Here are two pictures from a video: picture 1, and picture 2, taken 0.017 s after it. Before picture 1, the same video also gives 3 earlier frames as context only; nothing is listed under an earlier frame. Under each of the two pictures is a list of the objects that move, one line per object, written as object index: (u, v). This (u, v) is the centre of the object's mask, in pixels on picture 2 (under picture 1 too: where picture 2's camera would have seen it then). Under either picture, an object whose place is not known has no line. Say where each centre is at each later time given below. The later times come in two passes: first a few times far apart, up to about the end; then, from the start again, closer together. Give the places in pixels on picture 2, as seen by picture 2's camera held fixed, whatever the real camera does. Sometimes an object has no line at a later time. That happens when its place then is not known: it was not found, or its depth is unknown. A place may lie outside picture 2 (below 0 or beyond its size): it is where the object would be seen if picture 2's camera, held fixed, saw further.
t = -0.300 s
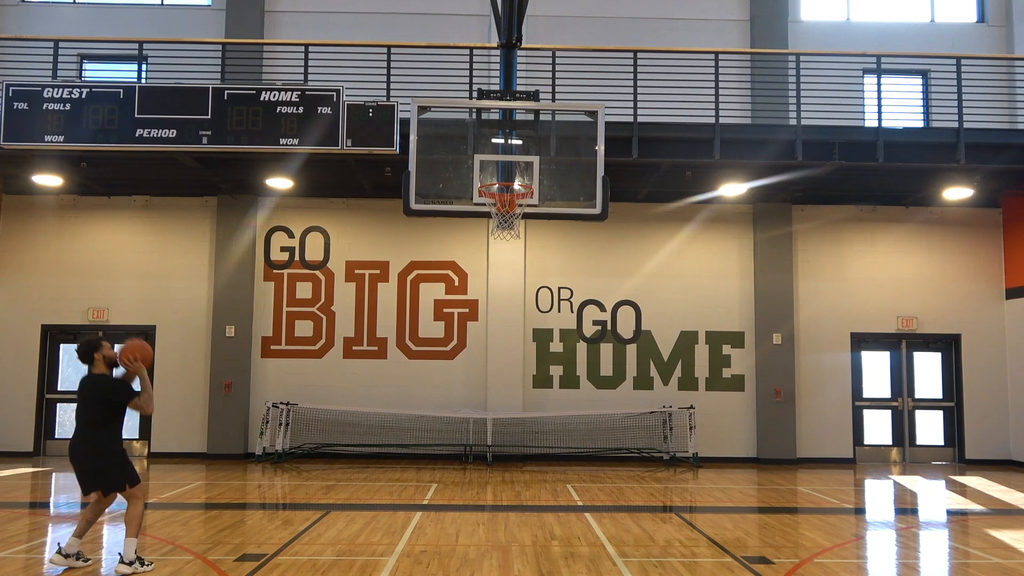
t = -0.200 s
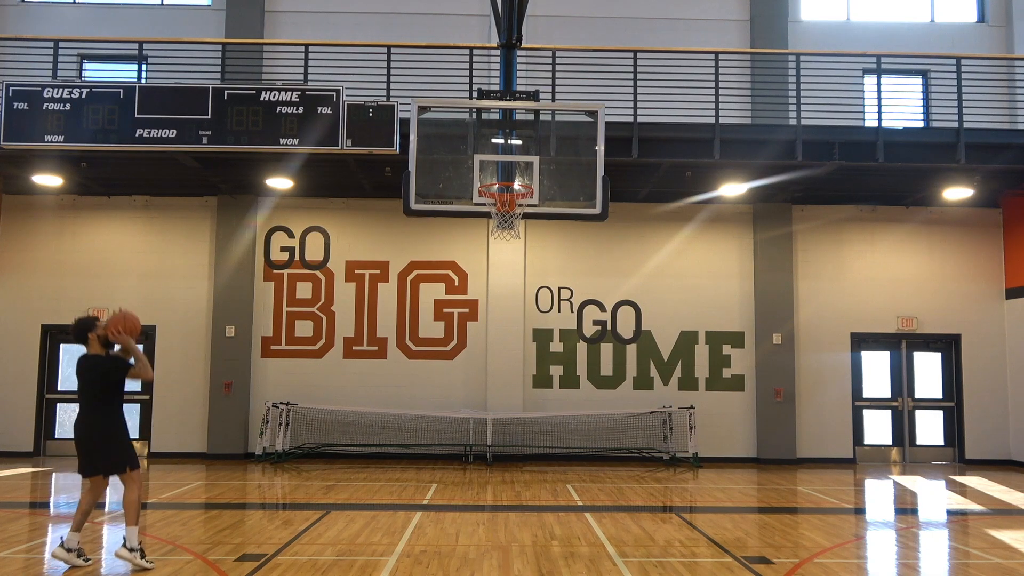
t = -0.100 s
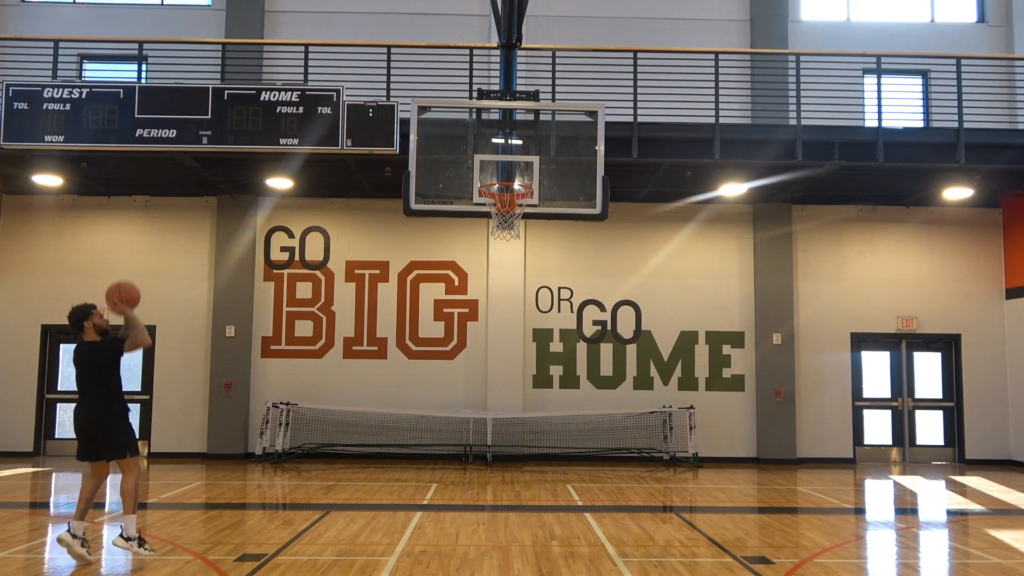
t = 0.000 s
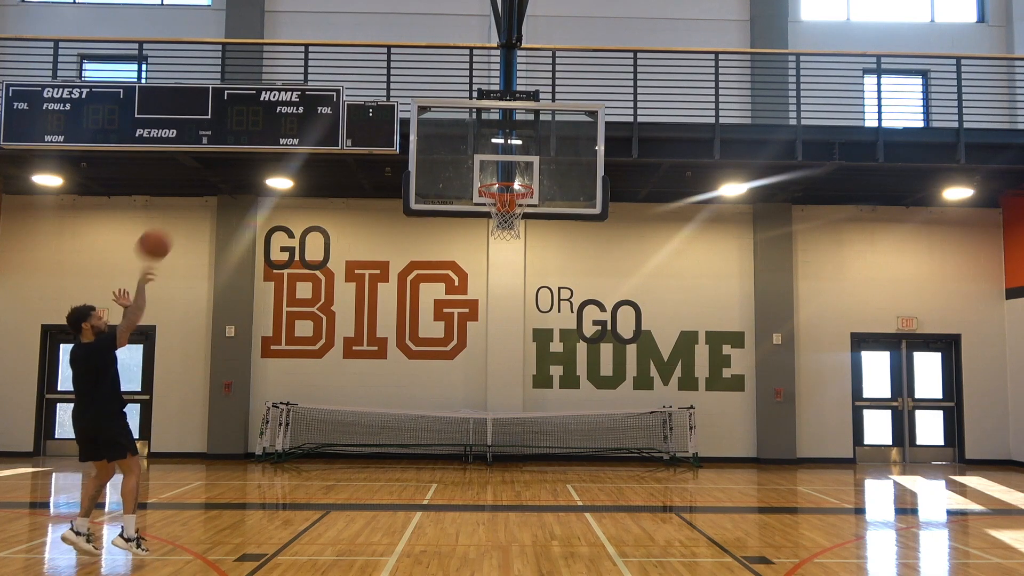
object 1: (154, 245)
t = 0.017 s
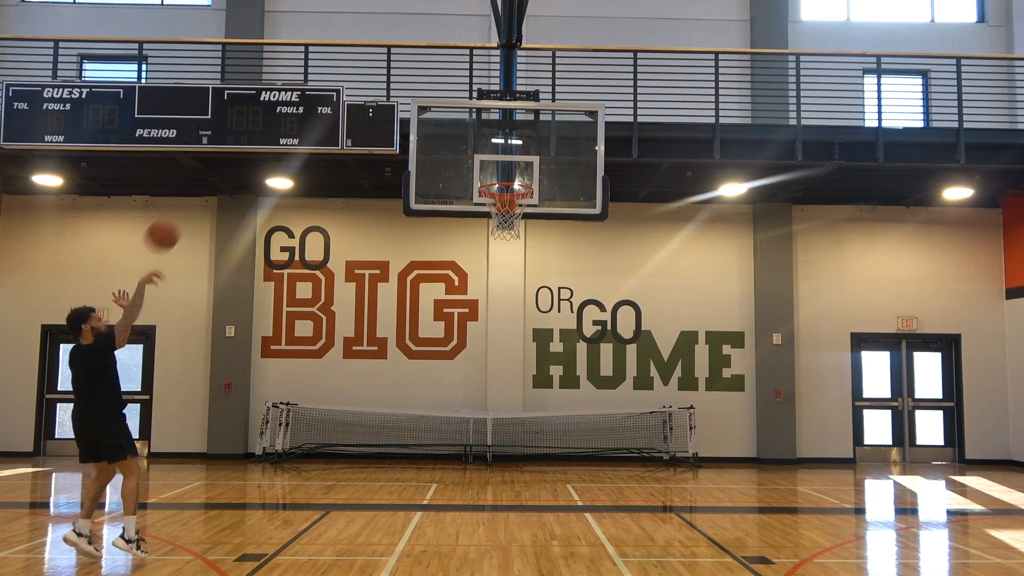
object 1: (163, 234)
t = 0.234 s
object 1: (266, 141)
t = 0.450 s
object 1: (356, 108)
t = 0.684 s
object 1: (440, 131)
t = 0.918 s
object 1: (490, 175)
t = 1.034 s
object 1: (513, 220)
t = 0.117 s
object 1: (213, 182)
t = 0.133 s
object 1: (221, 176)
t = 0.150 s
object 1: (228, 170)
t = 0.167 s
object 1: (236, 164)
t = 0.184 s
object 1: (243, 157)
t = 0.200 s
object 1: (251, 151)
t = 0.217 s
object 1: (259, 146)
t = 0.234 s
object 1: (266, 141)
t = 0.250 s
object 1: (274, 135)
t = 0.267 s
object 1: (281, 131)
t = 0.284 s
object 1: (288, 127)
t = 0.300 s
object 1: (295, 124)
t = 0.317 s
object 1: (302, 122)
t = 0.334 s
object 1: (308, 119)
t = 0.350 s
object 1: (317, 116)
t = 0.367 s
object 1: (323, 113)
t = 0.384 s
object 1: (328, 112)
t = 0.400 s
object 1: (336, 111)
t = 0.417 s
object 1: (343, 110)
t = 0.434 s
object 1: (349, 109)
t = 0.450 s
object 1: (356, 108)
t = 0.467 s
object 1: (361, 108)
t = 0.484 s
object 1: (368, 108)
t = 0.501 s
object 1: (374, 109)
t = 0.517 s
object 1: (380, 109)
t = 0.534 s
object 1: (386, 110)
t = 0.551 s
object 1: (392, 111)
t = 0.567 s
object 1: (398, 112)
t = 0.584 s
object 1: (404, 114)
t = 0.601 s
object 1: (412, 116)
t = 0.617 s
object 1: (417, 119)
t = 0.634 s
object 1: (423, 121)
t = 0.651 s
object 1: (429, 124)
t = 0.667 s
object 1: (434, 127)
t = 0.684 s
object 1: (440, 131)
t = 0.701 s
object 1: (446, 134)
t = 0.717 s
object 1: (450, 137)
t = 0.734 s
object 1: (456, 141)
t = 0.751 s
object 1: (460, 145)
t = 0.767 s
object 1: (463, 147)
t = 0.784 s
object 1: (466, 149)
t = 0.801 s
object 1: (469, 151)
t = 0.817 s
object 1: (472, 154)
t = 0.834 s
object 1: (475, 157)
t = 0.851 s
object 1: (478, 160)
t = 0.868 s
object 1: (481, 164)
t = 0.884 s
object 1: (484, 168)
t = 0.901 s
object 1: (487, 172)
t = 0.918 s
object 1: (490, 175)
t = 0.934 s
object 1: (492, 177)
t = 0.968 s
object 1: (502, 198)
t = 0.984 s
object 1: (505, 204)
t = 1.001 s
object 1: (508, 207)
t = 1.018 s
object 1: (511, 215)
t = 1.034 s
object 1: (513, 220)
